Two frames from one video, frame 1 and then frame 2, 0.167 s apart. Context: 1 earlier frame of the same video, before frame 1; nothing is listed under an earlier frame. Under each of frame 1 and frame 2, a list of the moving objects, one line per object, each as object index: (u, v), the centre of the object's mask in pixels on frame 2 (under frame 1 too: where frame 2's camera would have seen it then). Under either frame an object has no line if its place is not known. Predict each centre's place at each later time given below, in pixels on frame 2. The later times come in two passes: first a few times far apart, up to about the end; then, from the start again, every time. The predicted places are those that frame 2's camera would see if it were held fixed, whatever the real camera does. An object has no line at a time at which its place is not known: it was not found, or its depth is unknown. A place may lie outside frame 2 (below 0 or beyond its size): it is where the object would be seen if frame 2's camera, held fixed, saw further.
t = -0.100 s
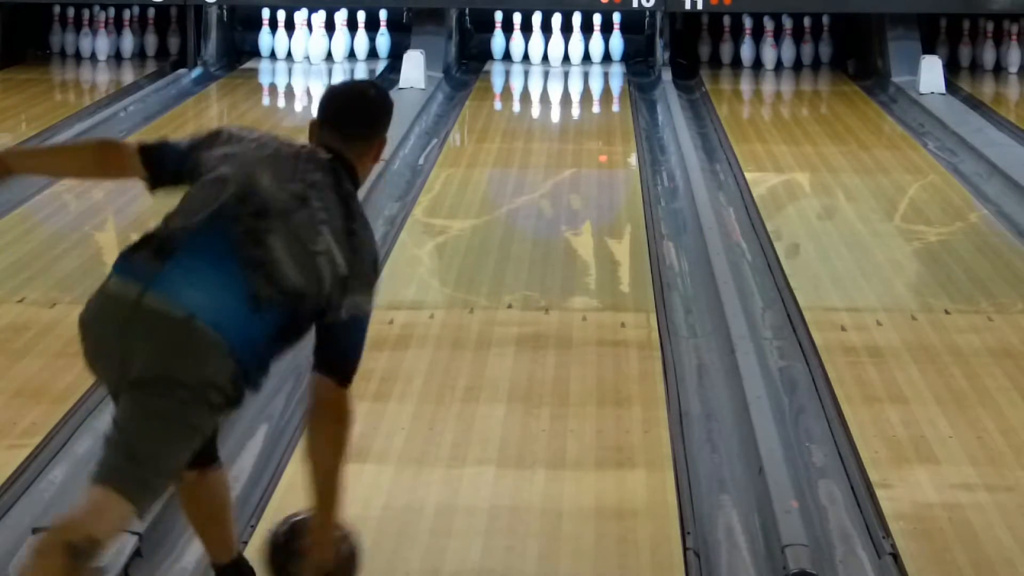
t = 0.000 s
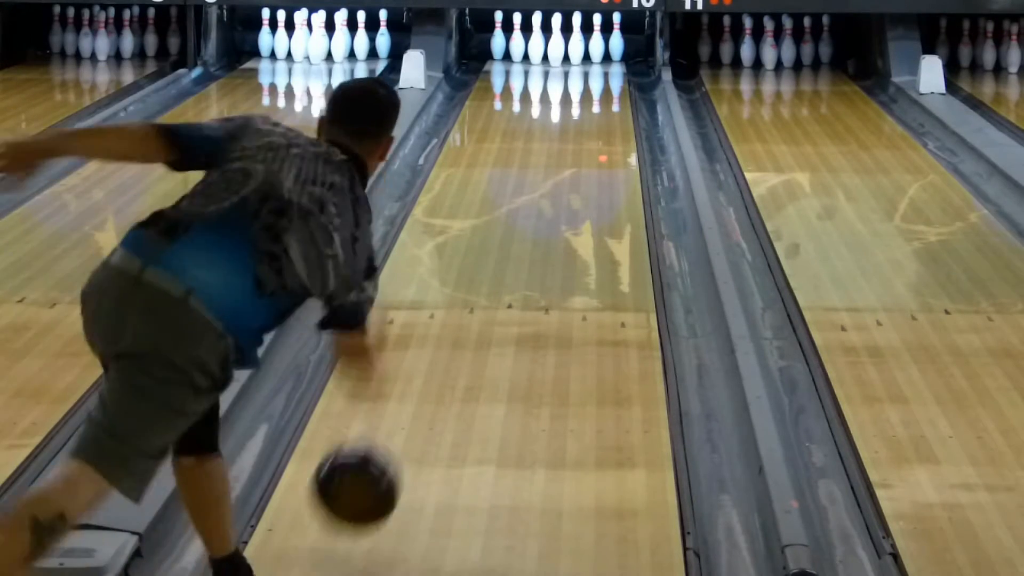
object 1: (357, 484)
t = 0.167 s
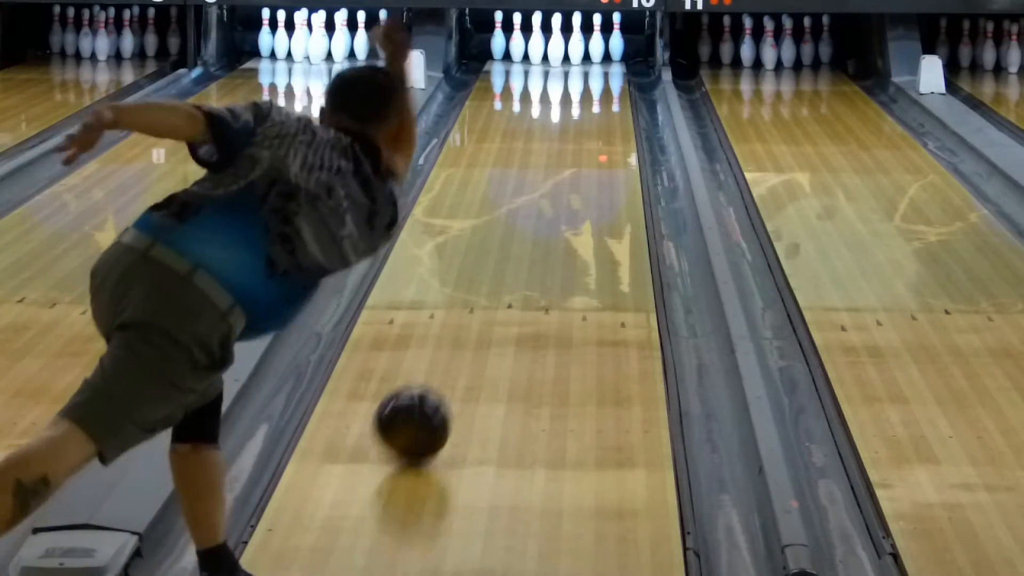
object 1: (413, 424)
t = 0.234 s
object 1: (432, 397)
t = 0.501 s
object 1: (489, 305)
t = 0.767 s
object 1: (529, 241)
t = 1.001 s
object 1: (554, 198)
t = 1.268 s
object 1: (574, 158)
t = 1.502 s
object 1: (586, 131)
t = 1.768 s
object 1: (593, 106)
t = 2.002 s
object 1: (592, 88)
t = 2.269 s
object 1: (582, 72)
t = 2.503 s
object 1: (571, 59)
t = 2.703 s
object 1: (571, 50)
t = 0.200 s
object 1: (423, 410)
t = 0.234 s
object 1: (432, 397)
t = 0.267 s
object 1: (440, 384)
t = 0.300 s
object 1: (448, 371)
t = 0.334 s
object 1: (455, 359)
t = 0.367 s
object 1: (463, 348)
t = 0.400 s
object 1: (470, 336)
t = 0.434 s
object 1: (476, 326)
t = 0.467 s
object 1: (483, 315)
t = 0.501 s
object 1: (489, 305)
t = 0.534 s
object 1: (494, 296)
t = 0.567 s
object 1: (500, 286)
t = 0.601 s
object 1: (505, 278)
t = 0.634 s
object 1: (510, 270)
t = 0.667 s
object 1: (515, 262)
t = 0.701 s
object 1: (520, 255)
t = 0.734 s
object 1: (524, 248)
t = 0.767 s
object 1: (529, 241)
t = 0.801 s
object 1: (533, 234)
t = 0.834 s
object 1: (537, 227)
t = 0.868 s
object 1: (540, 221)
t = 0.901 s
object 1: (544, 215)
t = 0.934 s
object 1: (548, 208)
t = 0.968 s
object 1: (550, 203)
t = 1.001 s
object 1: (554, 198)
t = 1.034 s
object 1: (557, 191)
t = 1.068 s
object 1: (560, 186)
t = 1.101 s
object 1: (563, 181)
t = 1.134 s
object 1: (565, 176)
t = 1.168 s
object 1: (567, 172)
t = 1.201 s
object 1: (570, 167)
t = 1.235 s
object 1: (572, 162)
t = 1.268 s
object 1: (574, 158)
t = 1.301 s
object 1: (577, 154)
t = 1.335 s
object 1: (578, 150)
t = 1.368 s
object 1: (581, 145)
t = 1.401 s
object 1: (582, 141)
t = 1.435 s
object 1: (584, 137)
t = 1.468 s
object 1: (585, 134)
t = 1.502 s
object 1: (586, 131)
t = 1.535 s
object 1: (588, 127)
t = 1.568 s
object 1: (589, 124)
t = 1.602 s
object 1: (590, 121)
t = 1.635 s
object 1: (591, 118)
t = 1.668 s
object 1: (591, 115)
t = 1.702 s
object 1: (592, 112)
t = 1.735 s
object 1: (592, 109)
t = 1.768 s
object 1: (593, 106)
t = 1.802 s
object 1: (593, 103)
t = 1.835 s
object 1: (594, 100)
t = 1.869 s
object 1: (593, 98)
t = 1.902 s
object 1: (593, 95)
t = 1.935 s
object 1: (593, 93)
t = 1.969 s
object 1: (593, 91)
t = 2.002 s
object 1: (592, 88)
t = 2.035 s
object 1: (591, 86)
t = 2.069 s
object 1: (590, 84)
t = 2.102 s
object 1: (590, 82)
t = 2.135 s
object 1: (588, 80)
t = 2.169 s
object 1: (588, 78)
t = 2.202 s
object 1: (586, 76)
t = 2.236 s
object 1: (584, 74)
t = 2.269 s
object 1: (582, 72)
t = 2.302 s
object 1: (581, 70)
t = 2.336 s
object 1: (579, 68)
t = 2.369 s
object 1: (578, 66)
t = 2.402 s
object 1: (577, 64)
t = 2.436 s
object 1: (575, 62)
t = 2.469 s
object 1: (573, 60)
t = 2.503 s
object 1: (571, 59)
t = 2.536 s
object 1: (569, 57)
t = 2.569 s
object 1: (568, 55)
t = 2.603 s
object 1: (568, 53)
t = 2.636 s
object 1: (570, 52)
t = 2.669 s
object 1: (571, 51)
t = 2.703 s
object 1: (571, 50)
